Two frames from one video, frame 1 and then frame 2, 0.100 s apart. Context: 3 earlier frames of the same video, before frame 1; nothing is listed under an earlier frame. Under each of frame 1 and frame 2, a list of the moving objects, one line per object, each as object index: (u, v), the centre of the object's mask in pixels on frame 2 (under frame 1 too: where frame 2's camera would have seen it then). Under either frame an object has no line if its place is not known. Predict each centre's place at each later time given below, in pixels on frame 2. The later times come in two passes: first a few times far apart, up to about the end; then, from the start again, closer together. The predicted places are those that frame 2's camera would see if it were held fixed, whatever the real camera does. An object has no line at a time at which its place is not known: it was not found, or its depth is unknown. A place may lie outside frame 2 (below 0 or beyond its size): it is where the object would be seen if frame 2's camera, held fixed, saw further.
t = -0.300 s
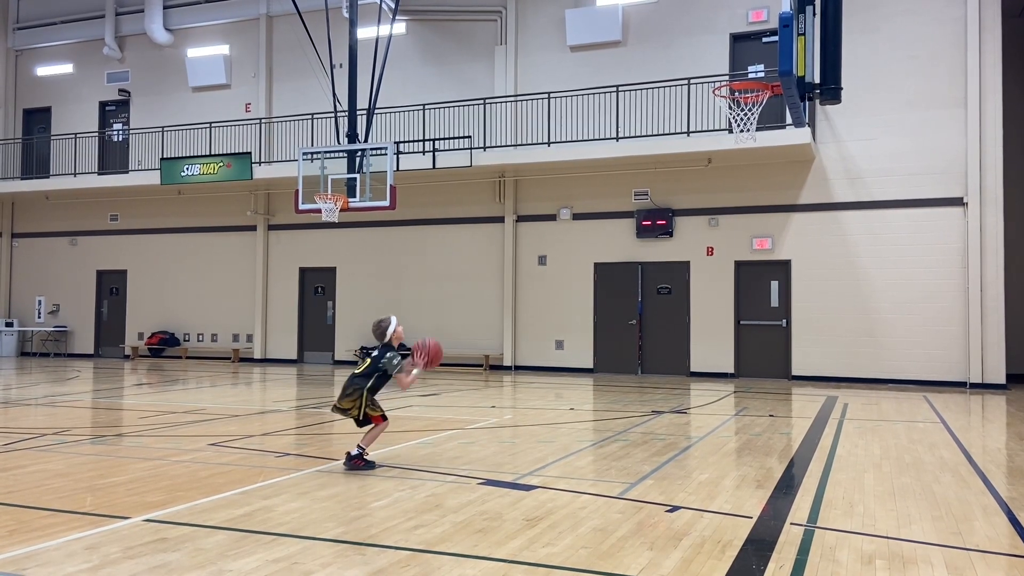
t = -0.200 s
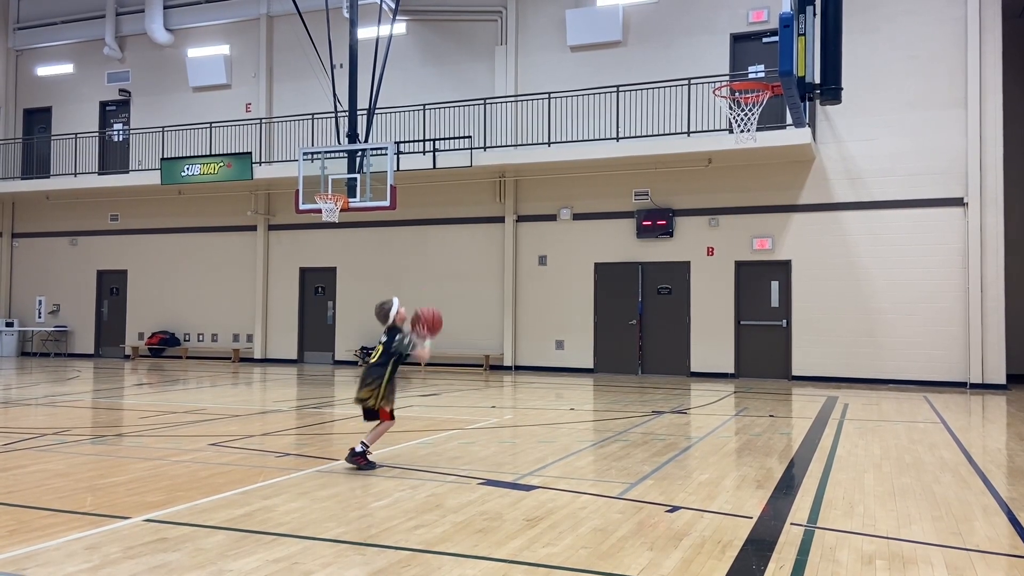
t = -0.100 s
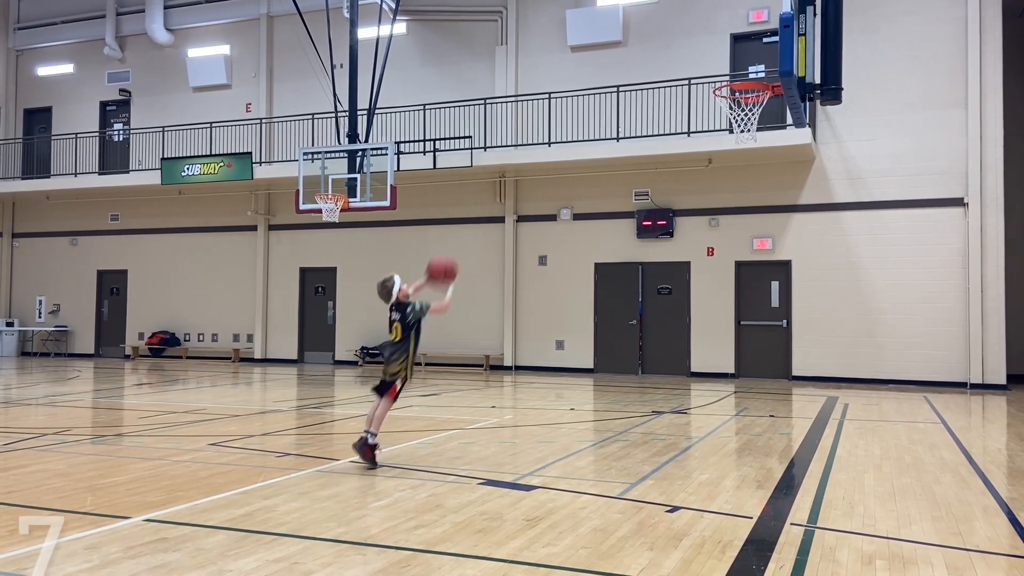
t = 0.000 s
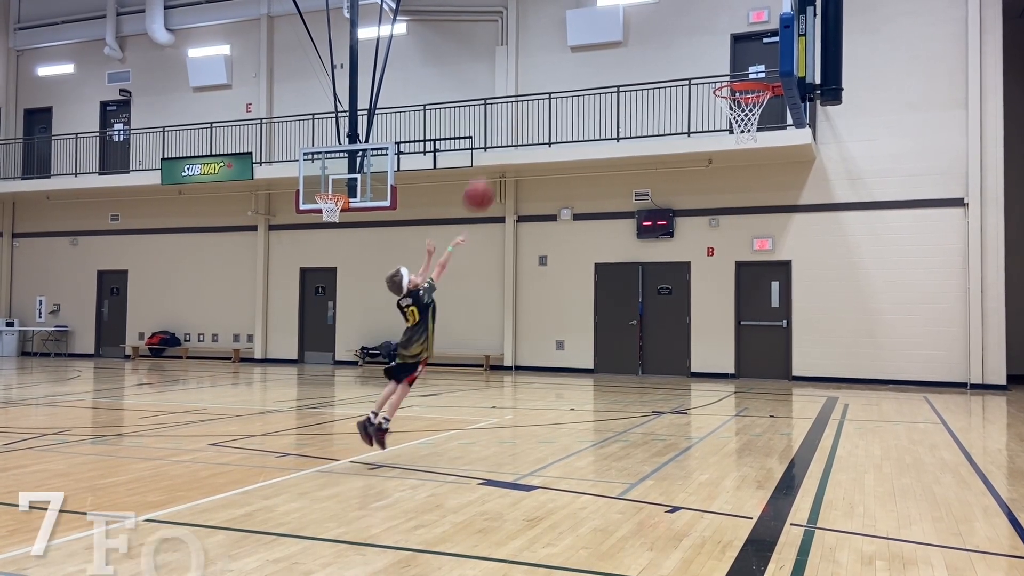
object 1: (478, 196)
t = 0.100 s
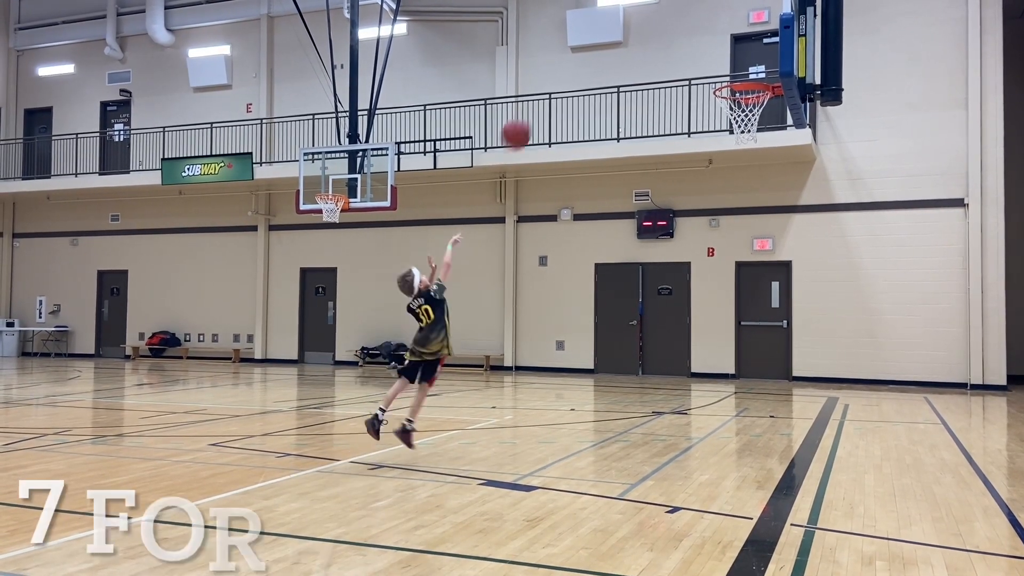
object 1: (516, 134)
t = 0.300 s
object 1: (585, 53)
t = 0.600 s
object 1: (678, 29)
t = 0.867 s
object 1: (750, 98)
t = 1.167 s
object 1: (720, 111)
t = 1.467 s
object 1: (733, 185)
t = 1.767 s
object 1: (746, 357)
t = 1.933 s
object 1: (753, 395)
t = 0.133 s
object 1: (528, 116)
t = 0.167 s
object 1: (540, 100)
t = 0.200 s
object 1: (551, 86)
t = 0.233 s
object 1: (562, 74)
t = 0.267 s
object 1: (574, 62)
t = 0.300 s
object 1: (585, 53)
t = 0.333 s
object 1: (595, 45)
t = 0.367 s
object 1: (606, 38)
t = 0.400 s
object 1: (617, 32)
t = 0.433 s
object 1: (627, 29)
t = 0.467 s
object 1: (637, 26)
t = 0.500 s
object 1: (648, 25)
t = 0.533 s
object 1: (658, 25)
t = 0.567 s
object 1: (668, 26)
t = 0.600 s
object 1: (678, 29)
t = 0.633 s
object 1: (687, 32)
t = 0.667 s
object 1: (697, 38)
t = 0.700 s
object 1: (707, 44)
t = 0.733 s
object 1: (716, 51)
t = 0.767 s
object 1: (725, 59)
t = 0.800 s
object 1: (734, 69)
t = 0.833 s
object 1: (744, 75)
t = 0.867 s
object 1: (750, 98)
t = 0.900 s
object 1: (747, 99)
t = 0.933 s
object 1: (739, 104)
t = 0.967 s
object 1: (732, 112)
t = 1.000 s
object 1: (724, 112)
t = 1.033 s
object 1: (721, 111)
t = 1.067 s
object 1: (719, 110)
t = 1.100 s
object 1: (719, 109)
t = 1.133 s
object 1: (720, 110)
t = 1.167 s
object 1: (720, 111)
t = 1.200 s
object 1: (720, 119)
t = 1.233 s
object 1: (721, 123)
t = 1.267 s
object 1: (723, 128)
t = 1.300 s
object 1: (725, 133)
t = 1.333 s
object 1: (727, 140)
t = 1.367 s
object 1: (729, 148)
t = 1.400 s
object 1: (731, 160)
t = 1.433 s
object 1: (732, 172)
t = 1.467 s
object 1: (733, 185)
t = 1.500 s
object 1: (735, 200)
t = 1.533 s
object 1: (736, 215)
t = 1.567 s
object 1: (737, 232)
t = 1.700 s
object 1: (743, 310)
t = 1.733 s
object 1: (745, 334)
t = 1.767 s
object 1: (746, 357)
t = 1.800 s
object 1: (748, 381)
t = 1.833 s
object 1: (749, 410)
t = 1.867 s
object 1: (750, 435)
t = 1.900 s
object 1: (752, 415)
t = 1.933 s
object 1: (753, 395)
